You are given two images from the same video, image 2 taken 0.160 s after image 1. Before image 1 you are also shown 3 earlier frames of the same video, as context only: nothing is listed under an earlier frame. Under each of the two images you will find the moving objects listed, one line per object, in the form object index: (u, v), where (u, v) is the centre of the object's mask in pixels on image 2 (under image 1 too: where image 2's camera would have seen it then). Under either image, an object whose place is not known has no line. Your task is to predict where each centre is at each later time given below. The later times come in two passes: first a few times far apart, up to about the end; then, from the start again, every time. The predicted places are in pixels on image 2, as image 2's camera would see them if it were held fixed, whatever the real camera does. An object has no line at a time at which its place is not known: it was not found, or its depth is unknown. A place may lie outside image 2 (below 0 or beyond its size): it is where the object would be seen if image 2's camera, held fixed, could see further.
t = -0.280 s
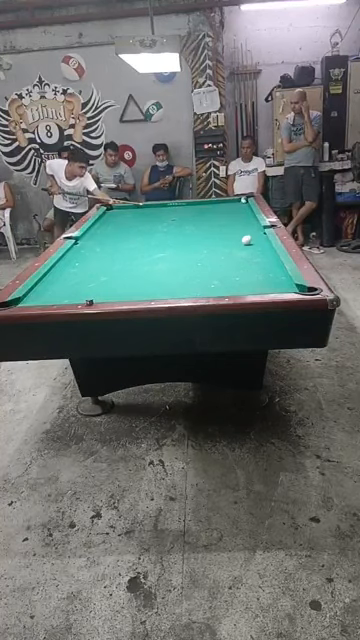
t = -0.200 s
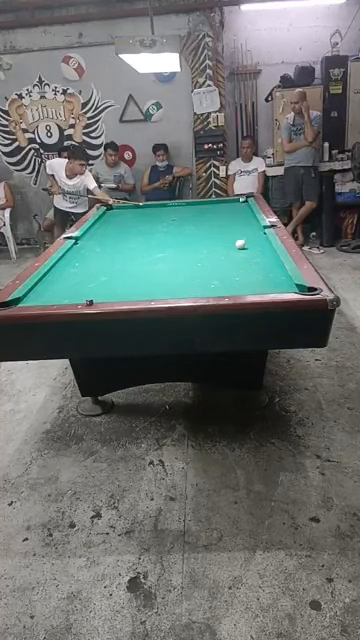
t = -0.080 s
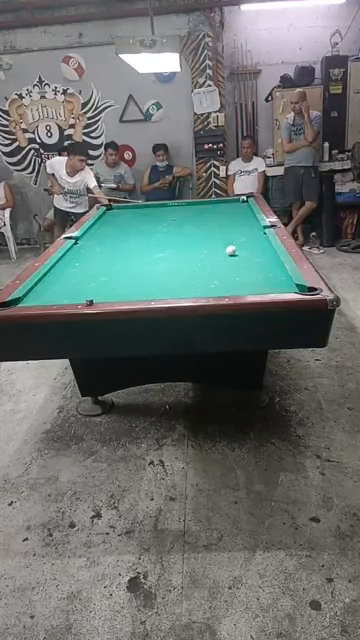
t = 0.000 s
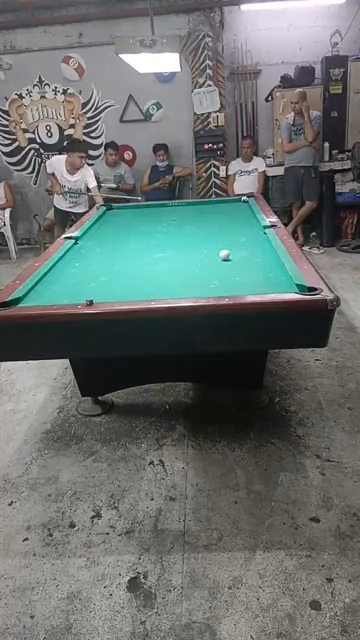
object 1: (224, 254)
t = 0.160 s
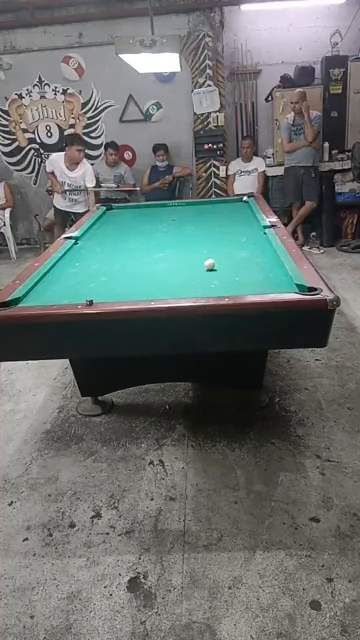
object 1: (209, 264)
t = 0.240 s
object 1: (201, 269)
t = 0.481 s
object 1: (175, 286)
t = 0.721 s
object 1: (145, 290)
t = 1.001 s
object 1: (113, 281)
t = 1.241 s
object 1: (89, 274)
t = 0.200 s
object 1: (205, 267)
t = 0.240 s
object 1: (201, 269)
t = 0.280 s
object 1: (197, 272)
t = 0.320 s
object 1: (193, 275)
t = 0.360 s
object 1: (189, 278)
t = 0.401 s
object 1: (185, 281)
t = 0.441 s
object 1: (180, 284)
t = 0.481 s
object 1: (175, 286)
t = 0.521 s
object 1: (170, 289)
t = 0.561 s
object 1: (165, 291)
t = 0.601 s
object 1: (160, 292)
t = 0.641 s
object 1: (155, 292)
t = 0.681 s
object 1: (150, 291)
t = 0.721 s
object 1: (145, 290)
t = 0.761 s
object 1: (140, 289)
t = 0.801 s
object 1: (135, 288)
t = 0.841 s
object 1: (130, 286)
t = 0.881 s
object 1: (125, 285)
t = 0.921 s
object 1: (121, 284)
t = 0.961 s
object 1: (117, 283)
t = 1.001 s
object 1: (113, 281)
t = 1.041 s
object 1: (108, 280)
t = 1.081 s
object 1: (104, 279)
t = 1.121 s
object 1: (100, 278)
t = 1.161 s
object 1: (97, 277)
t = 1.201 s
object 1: (93, 276)
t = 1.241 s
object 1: (89, 274)
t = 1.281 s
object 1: (86, 273)
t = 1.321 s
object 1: (82, 273)
